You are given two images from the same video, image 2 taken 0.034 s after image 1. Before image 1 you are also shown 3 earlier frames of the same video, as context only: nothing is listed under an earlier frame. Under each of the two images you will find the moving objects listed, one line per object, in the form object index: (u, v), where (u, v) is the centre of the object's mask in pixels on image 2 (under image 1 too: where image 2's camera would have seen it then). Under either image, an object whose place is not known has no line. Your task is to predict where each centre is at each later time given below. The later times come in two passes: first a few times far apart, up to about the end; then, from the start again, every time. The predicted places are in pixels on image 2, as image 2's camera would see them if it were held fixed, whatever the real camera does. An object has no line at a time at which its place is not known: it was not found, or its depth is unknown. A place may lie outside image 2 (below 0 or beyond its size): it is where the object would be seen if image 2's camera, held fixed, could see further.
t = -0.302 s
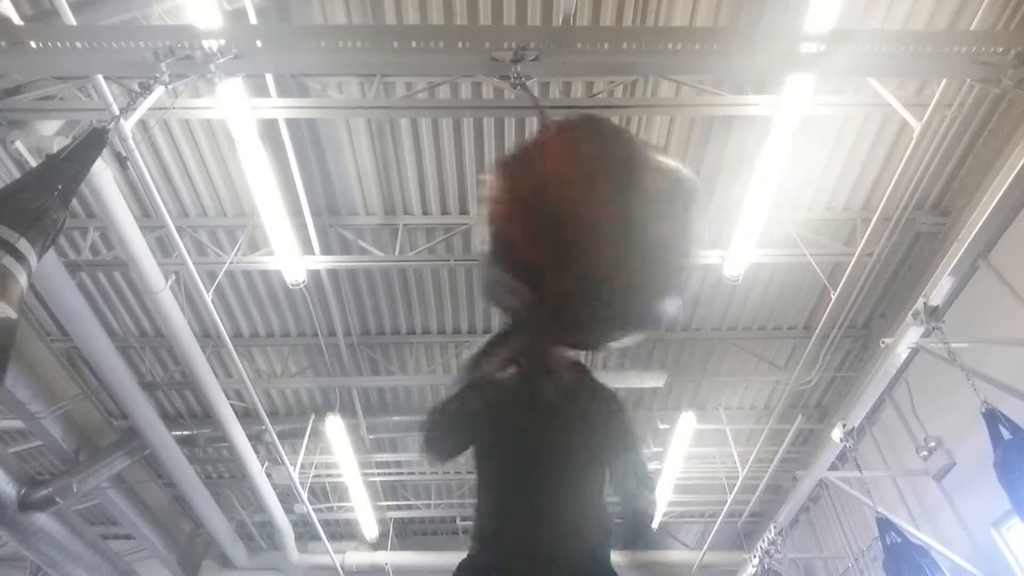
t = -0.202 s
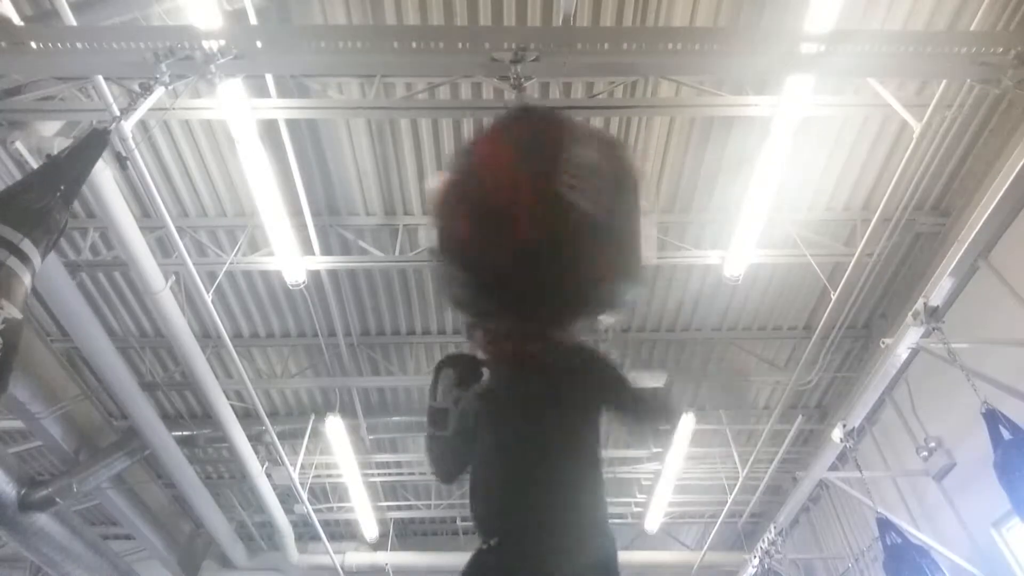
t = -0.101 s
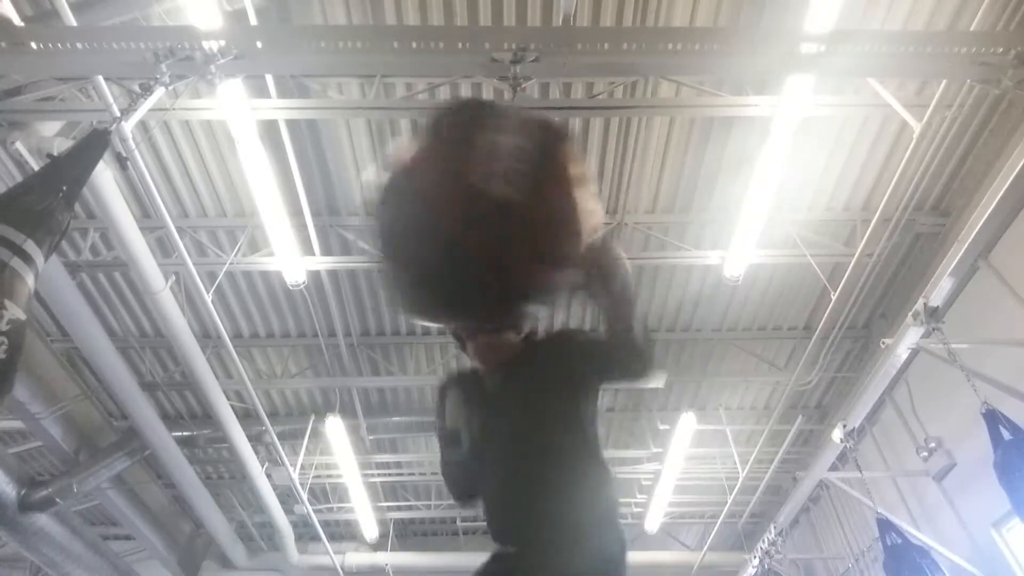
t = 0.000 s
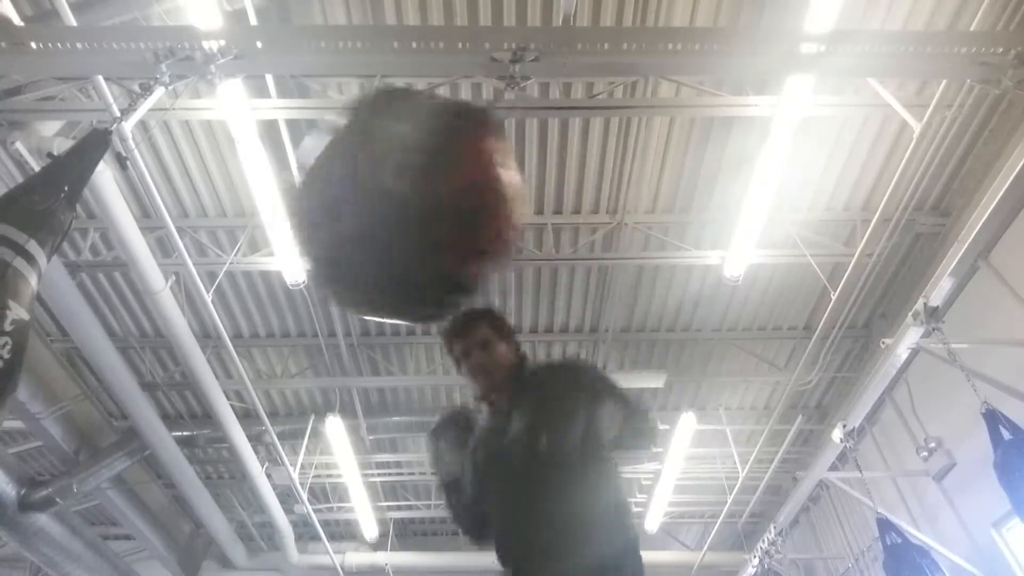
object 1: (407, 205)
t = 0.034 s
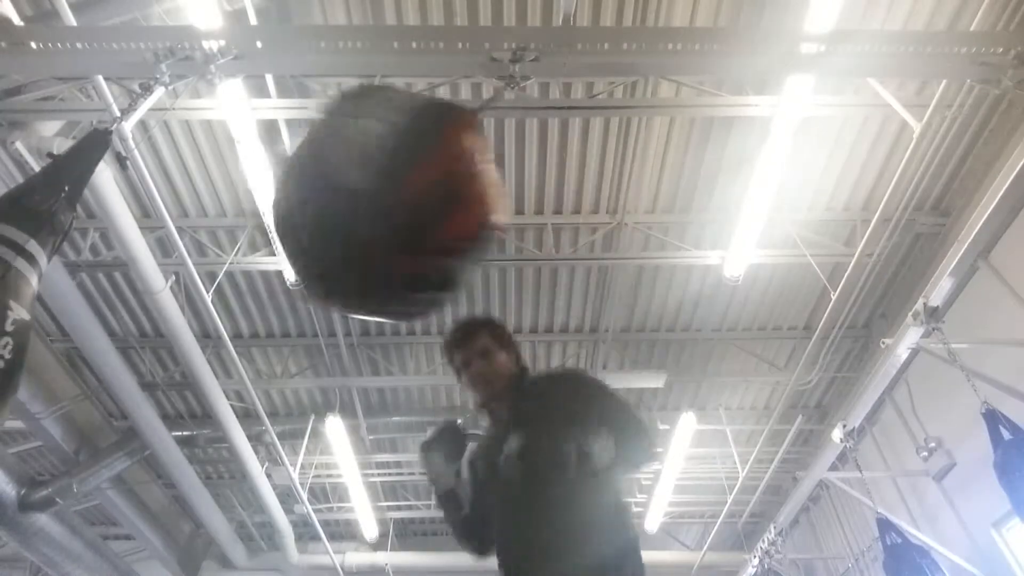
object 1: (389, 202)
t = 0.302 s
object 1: (288, 203)
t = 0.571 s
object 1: (305, 253)
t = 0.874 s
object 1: (433, 322)
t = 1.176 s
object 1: (612, 323)
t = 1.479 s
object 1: (719, 274)
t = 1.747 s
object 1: (733, 238)
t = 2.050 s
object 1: (623, 223)
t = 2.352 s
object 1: (413, 227)
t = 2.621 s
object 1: (318, 241)
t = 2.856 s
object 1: (317, 271)
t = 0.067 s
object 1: (366, 197)
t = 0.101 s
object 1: (348, 196)
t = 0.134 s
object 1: (333, 196)
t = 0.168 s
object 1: (321, 196)
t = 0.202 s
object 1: (309, 197)
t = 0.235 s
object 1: (298, 196)
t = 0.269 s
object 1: (292, 199)
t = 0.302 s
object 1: (288, 203)
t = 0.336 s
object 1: (284, 207)
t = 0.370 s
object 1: (283, 213)
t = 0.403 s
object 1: (282, 217)
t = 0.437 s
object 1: (286, 221)
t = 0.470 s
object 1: (289, 228)
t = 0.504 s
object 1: (291, 236)
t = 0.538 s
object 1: (298, 244)
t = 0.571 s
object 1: (305, 253)
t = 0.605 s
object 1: (313, 260)
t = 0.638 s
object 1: (325, 267)
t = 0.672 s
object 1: (334, 273)
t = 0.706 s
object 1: (349, 282)
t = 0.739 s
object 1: (364, 289)
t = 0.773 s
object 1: (379, 300)
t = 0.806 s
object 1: (394, 307)
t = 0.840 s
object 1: (413, 315)
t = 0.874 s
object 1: (433, 322)
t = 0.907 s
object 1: (451, 326)
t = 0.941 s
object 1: (469, 326)
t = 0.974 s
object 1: (493, 330)
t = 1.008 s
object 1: (514, 331)
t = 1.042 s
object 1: (535, 329)
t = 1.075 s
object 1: (553, 327)
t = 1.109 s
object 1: (573, 329)
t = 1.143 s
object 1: (593, 326)
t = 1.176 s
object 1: (612, 323)
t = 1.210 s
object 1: (627, 318)
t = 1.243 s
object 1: (643, 313)
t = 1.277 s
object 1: (658, 309)
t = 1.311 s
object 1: (669, 300)
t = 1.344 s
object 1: (682, 297)
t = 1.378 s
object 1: (692, 289)
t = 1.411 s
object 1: (703, 285)
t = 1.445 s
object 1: (710, 277)
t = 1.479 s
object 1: (719, 274)
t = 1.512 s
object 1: (728, 270)
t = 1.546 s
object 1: (731, 264)
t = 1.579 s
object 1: (735, 258)
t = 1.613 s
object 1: (737, 253)
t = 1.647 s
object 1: (739, 249)
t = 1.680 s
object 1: (739, 245)
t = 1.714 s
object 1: (736, 241)
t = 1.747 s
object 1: (733, 238)
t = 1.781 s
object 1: (731, 236)
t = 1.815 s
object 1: (721, 231)
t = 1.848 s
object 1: (713, 230)
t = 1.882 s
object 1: (703, 228)
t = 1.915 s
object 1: (692, 228)
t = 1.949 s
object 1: (677, 226)
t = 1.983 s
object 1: (662, 226)
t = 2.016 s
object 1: (643, 224)
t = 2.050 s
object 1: (623, 223)
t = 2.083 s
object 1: (600, 224)
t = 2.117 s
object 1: (579, 223)
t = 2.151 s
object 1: (555, 226)
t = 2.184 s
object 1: (530, 225)
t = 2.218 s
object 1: (508, 226)
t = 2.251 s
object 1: (485, 228)
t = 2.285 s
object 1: (463, 228)
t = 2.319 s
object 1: (440, 229)
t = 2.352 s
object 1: (413, 227)
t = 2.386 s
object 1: (399, 230)
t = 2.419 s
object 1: (378, 229)
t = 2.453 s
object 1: (364, 231)
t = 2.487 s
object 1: (348, 231)
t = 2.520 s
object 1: (338, 232)
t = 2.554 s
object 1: (329, 235)
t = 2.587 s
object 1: (321, 240)
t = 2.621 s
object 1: (318, 241)
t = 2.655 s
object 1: (313, 243)
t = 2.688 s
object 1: (310, 247)
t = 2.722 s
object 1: (309, 251)
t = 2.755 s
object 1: (309, 254)
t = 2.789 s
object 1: (312, 260)
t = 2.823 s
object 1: (314, 267)
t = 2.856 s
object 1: (317, 271)
